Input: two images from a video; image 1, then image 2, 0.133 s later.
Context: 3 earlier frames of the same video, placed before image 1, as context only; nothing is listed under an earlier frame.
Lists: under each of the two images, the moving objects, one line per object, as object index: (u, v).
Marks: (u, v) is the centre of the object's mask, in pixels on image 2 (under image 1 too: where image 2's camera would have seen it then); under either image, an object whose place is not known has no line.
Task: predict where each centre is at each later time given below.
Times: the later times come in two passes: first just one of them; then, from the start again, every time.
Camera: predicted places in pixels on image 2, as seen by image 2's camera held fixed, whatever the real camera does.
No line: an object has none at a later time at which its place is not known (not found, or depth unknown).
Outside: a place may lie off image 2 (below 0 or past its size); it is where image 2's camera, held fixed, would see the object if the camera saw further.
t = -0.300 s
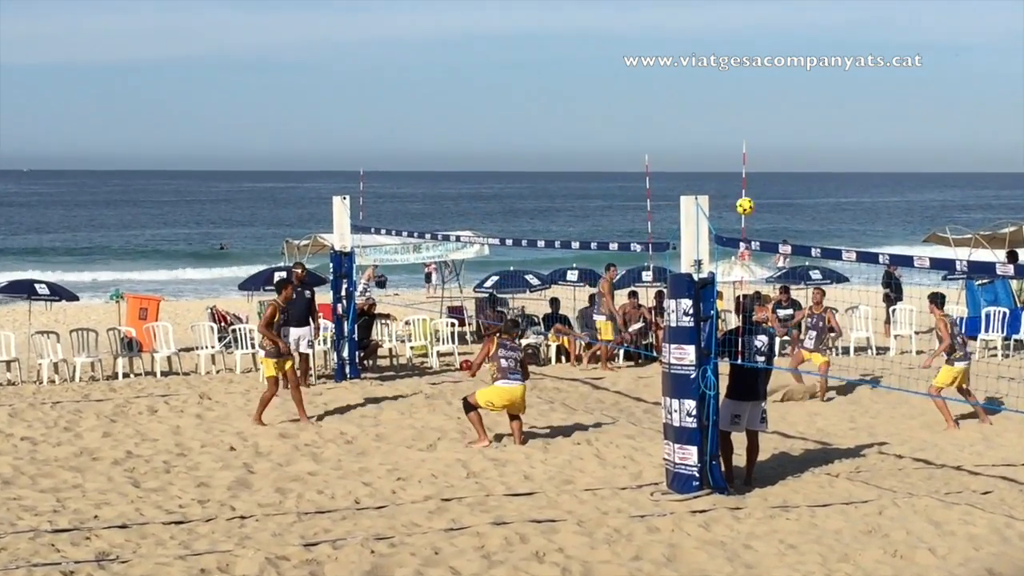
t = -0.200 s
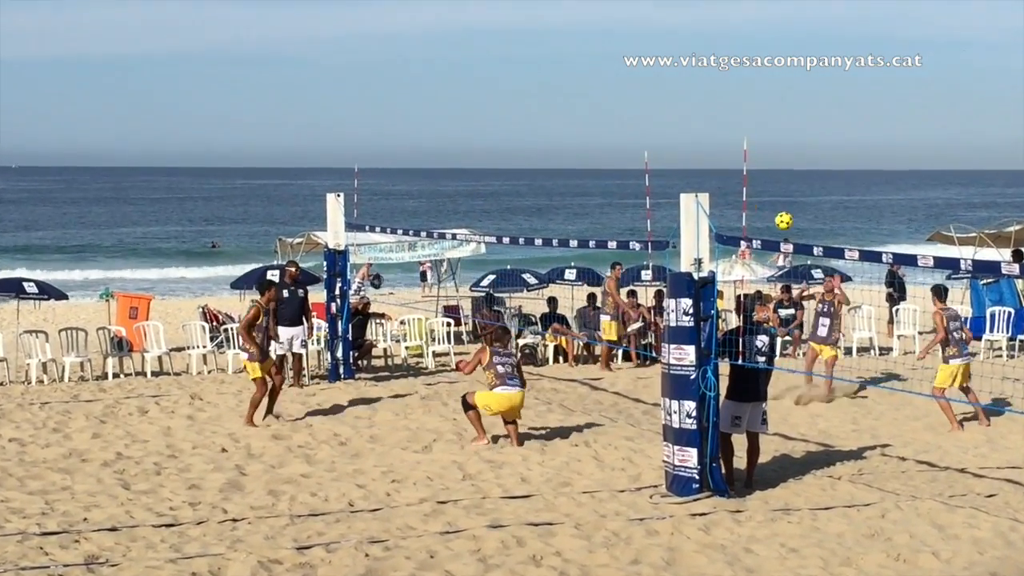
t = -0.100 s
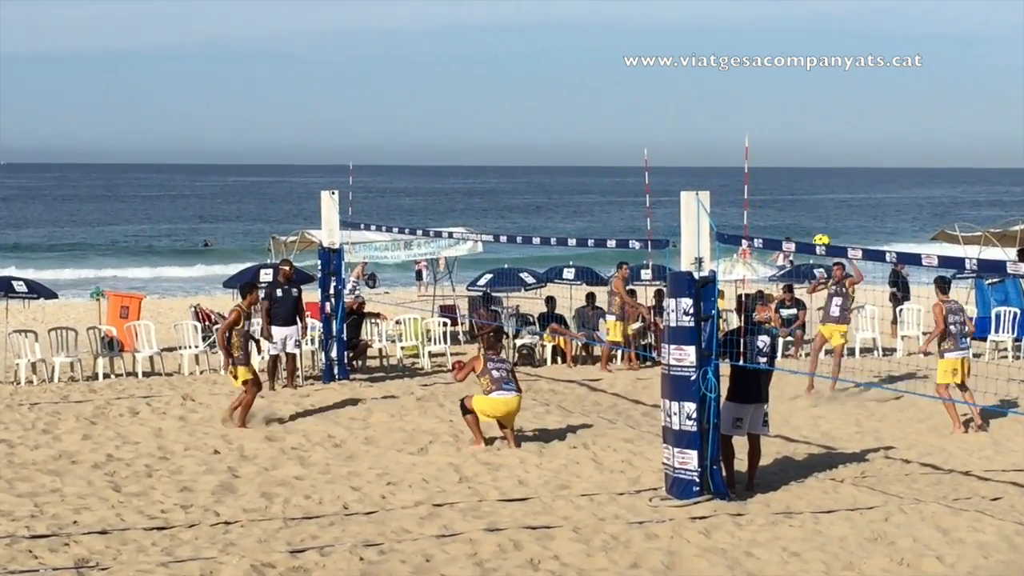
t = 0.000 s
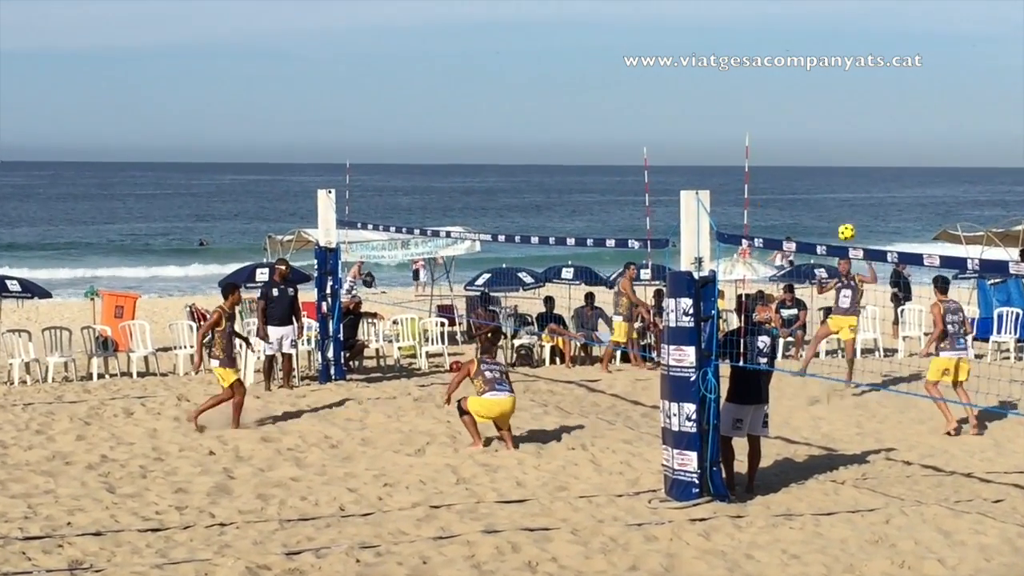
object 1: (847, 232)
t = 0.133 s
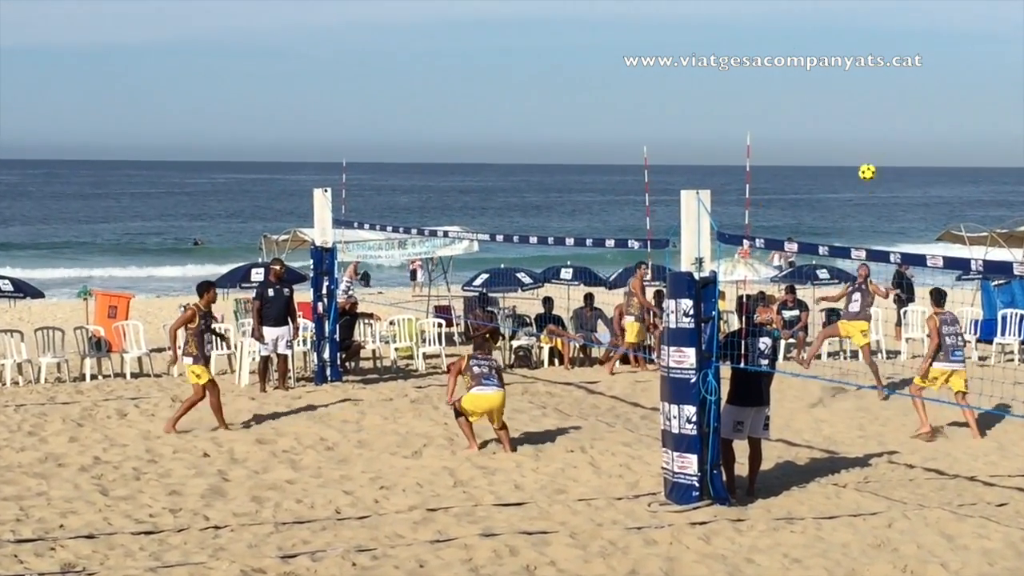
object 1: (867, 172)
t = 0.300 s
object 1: (891, 116)
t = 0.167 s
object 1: (872, 159)
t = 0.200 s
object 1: (877, 147)
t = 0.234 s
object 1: (881, 136)
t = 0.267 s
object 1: (886, 126)
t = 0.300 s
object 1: (891, 116)
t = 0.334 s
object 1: (896, 108)
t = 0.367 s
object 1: (900, 100)
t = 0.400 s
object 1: (904, 94)
